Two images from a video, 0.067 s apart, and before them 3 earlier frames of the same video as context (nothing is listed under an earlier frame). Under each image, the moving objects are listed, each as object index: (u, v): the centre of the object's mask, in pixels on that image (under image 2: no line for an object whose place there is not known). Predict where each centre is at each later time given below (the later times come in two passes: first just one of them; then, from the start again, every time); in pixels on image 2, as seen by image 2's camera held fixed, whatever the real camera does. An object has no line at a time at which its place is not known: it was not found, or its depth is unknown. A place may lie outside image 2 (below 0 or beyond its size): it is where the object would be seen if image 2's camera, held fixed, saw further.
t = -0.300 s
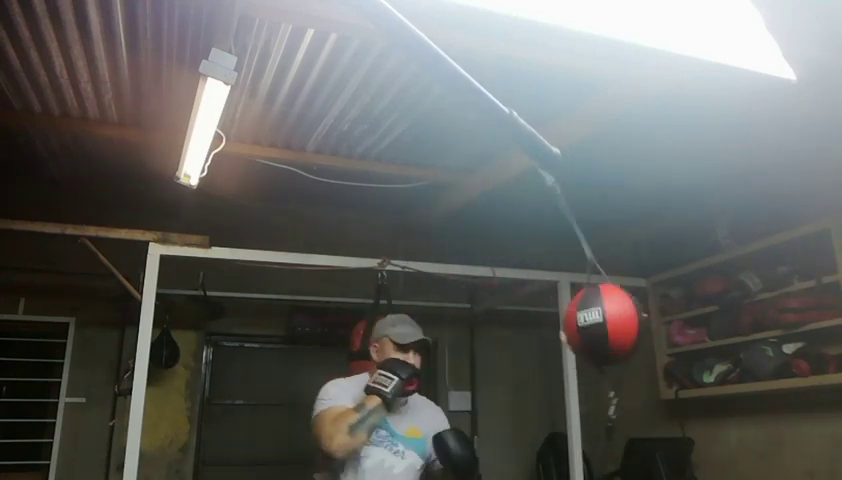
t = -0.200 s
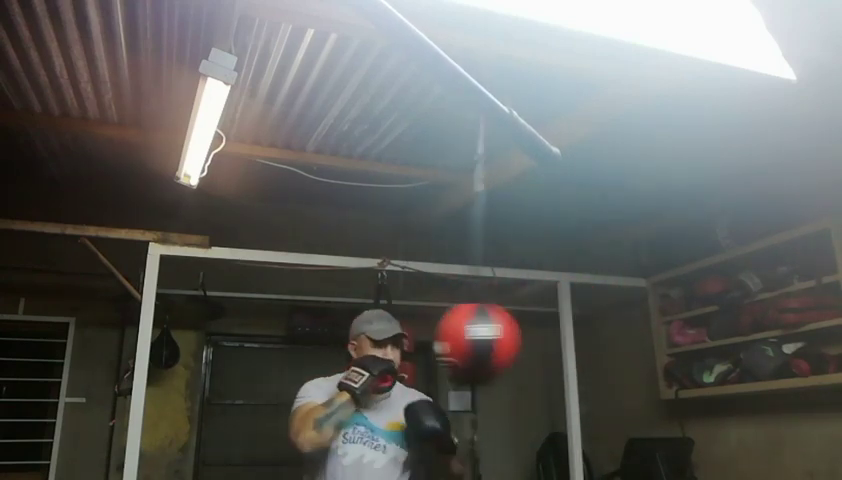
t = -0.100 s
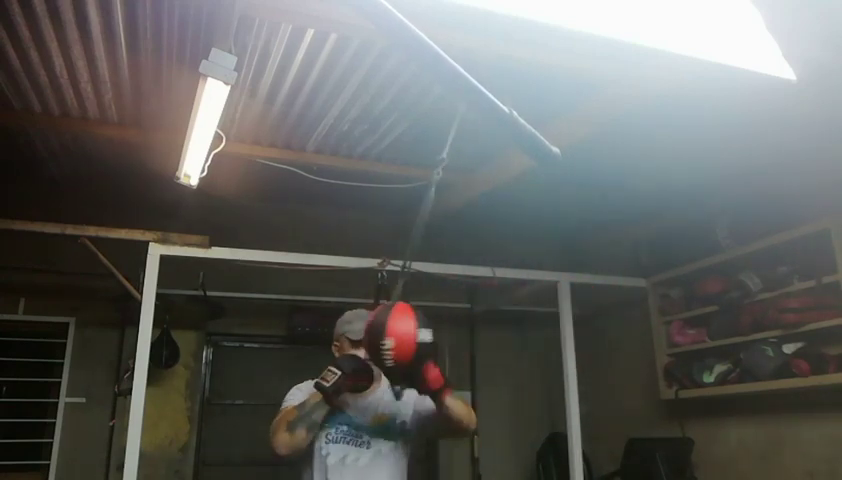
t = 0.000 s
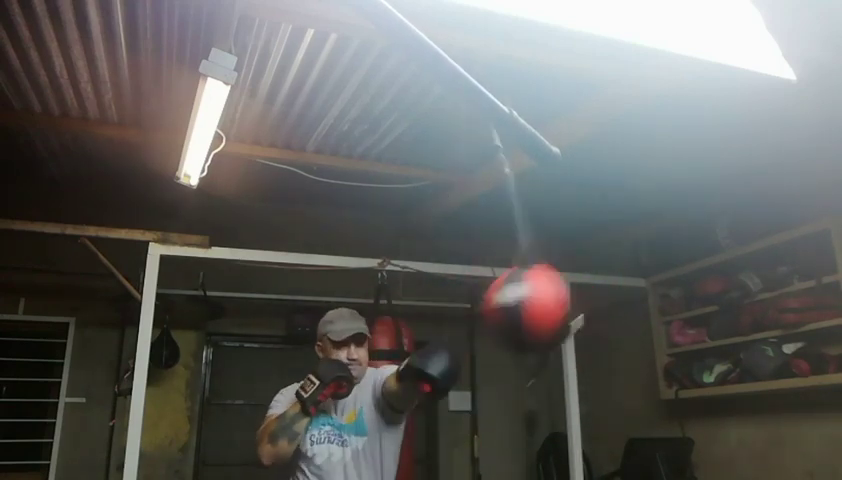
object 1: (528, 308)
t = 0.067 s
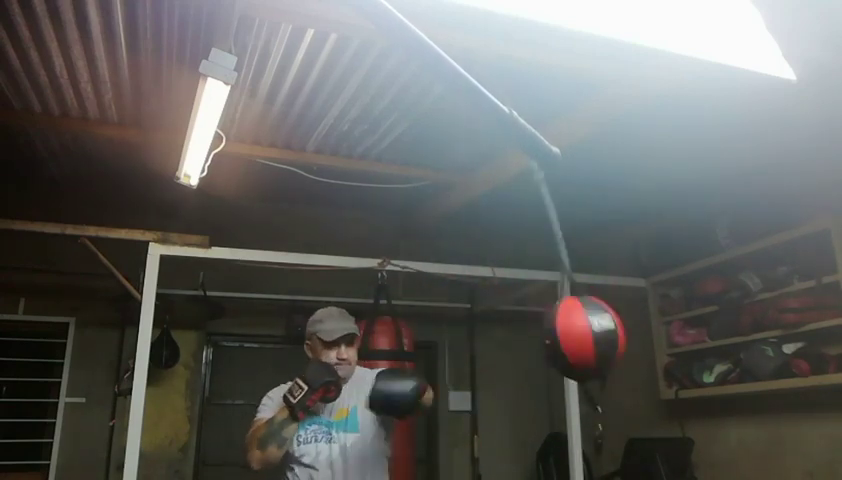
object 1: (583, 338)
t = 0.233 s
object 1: (437, 340)
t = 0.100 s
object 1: (563, 337)
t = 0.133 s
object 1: (530, 346)
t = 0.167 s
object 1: (494, 343)
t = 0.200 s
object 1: (462, 344)
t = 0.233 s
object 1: (437, 340)
